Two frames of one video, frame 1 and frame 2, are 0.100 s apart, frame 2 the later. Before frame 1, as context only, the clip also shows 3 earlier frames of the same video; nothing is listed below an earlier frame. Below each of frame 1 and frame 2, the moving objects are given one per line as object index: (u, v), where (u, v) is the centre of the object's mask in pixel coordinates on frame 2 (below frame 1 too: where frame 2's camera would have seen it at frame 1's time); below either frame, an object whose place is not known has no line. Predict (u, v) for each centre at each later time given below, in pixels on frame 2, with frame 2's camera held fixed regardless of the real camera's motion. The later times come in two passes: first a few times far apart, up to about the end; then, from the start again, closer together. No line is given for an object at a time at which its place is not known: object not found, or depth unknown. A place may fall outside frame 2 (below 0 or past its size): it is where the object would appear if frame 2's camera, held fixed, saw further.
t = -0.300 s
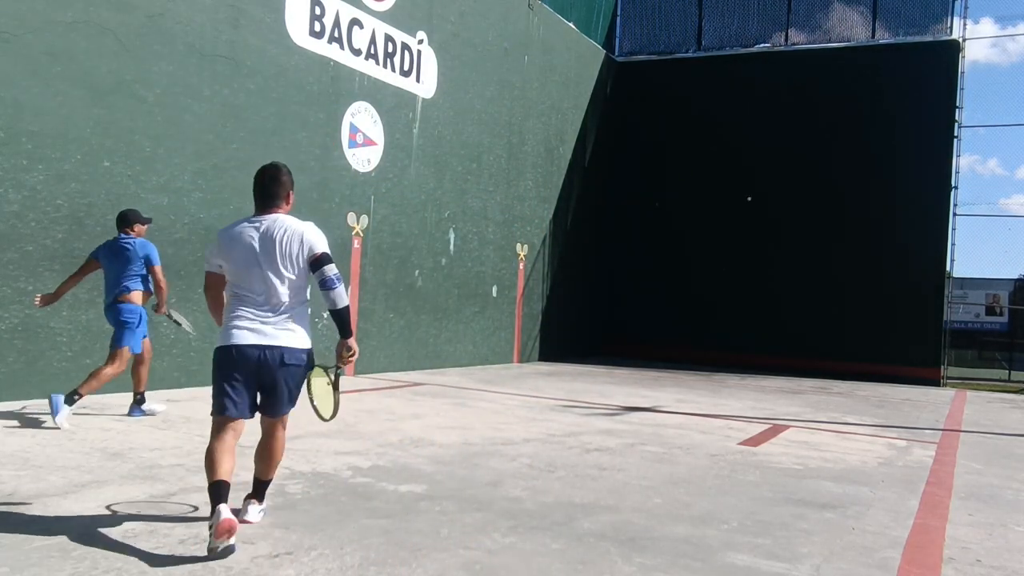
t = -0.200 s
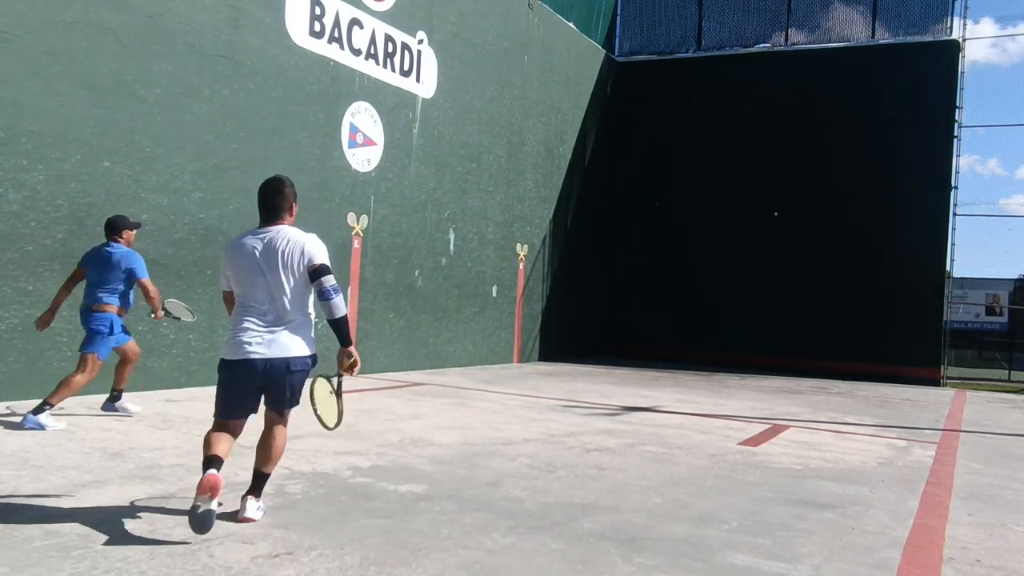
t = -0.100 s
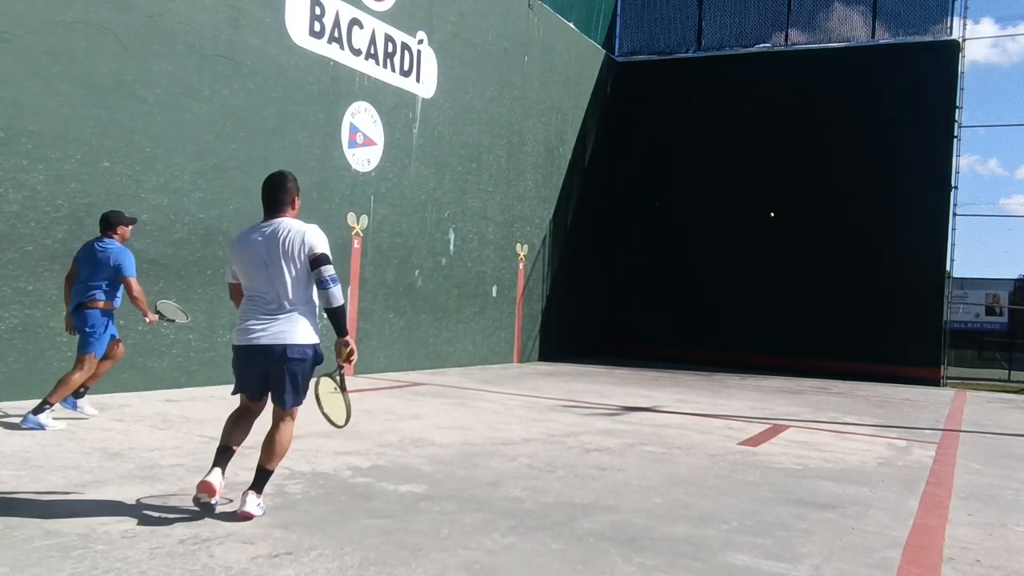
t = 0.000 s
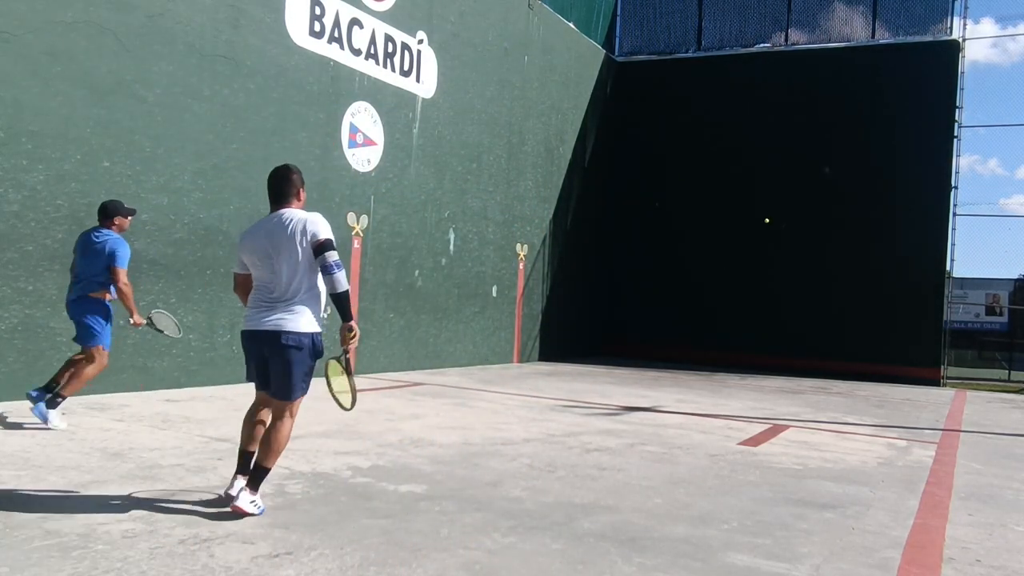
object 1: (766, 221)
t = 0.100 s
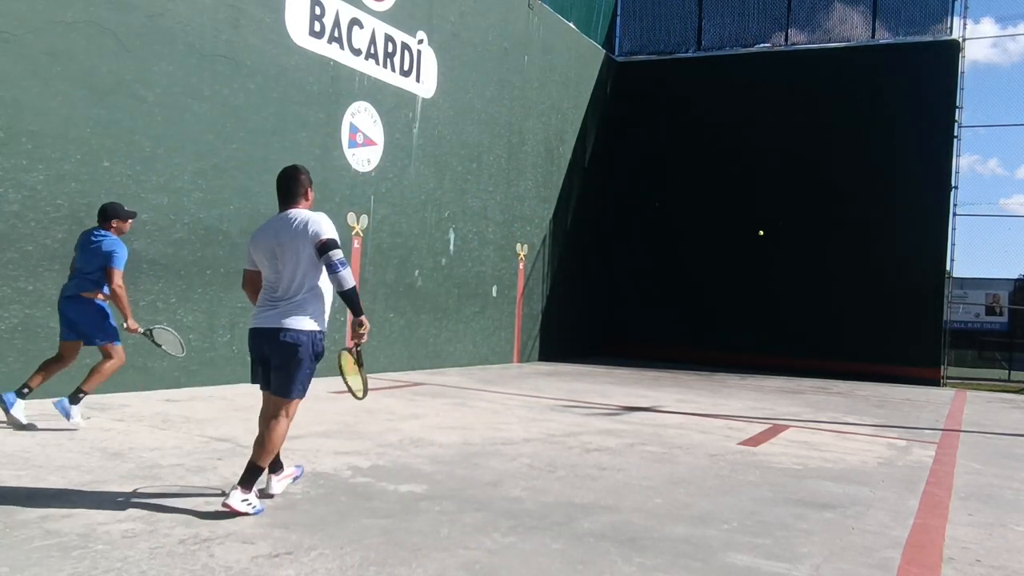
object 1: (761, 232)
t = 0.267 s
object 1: (750, 272)
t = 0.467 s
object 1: (728, 363)
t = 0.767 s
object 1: (704, 302)
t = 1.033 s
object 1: (676, 216)
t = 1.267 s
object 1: (637, 194)
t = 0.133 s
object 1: (759, 239)
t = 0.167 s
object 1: (758, 246)
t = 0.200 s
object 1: (755, 254)
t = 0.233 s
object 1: (752, 262)
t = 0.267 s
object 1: (750, 272)
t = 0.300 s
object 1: (746, 285)
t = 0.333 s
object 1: (744, 296)
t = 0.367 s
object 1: (741, 311)
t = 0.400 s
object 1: (736, 327)
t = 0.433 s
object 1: (734, 344)
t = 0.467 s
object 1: (728, 363)
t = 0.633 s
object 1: (713, 362)
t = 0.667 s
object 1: (711, 346)
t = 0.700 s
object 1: (709, 331)
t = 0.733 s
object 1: (707, 316)
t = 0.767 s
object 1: (704, 302)
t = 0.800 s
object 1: (701, 289)
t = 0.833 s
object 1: (698, 276)
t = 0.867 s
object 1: (695, 264)
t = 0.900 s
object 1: (692, 253)
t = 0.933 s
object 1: (688, 243)
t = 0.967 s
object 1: (684, 233)
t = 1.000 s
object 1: (680, 224)
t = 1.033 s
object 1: (676, 216)
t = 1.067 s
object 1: (671, 209)
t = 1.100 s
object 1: (666, 204)
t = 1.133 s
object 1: (661, 199)
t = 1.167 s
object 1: (655, 196)
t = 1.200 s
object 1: (650, 194)
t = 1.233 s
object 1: (644, 193)
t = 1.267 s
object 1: (637, 194)
